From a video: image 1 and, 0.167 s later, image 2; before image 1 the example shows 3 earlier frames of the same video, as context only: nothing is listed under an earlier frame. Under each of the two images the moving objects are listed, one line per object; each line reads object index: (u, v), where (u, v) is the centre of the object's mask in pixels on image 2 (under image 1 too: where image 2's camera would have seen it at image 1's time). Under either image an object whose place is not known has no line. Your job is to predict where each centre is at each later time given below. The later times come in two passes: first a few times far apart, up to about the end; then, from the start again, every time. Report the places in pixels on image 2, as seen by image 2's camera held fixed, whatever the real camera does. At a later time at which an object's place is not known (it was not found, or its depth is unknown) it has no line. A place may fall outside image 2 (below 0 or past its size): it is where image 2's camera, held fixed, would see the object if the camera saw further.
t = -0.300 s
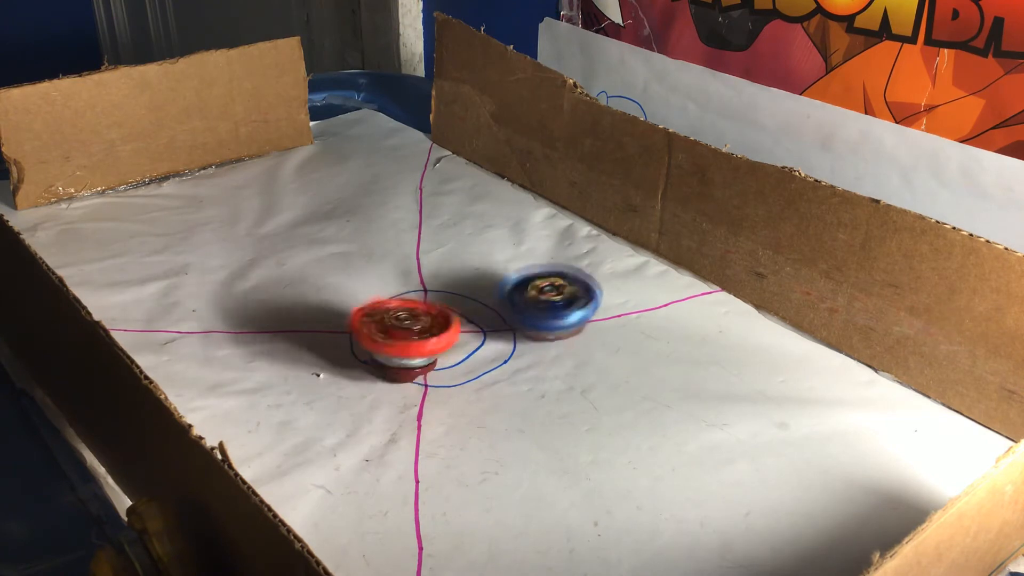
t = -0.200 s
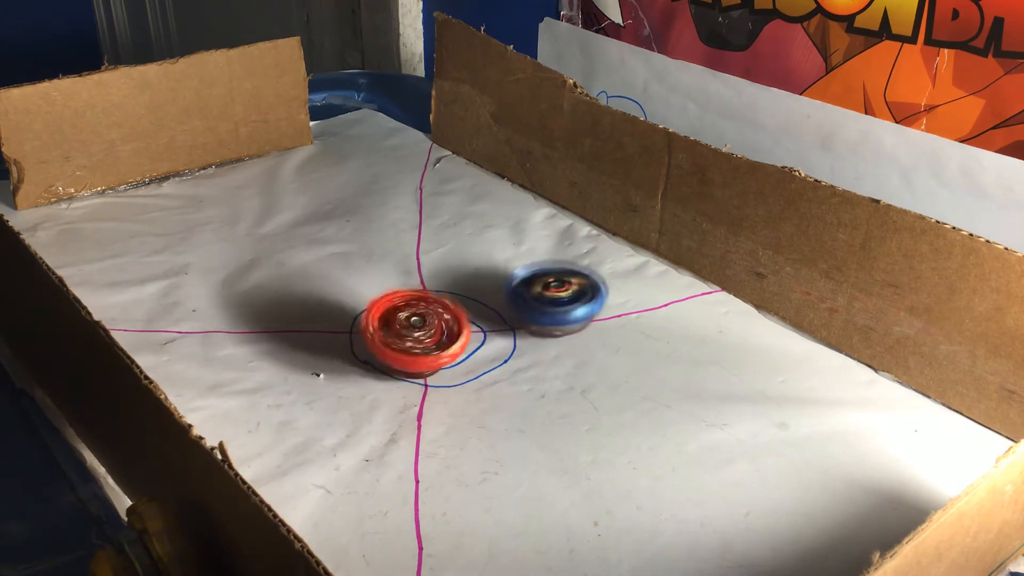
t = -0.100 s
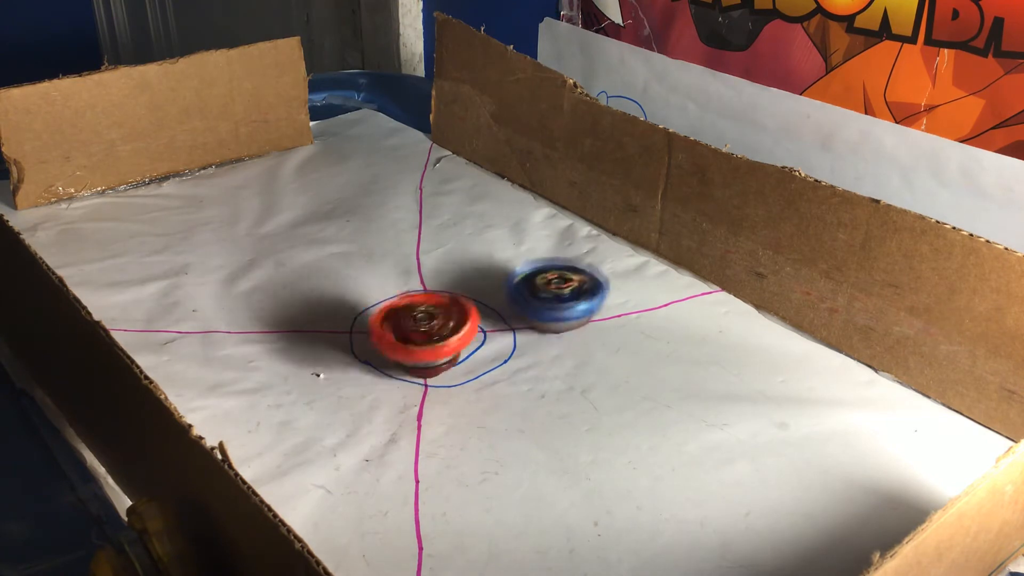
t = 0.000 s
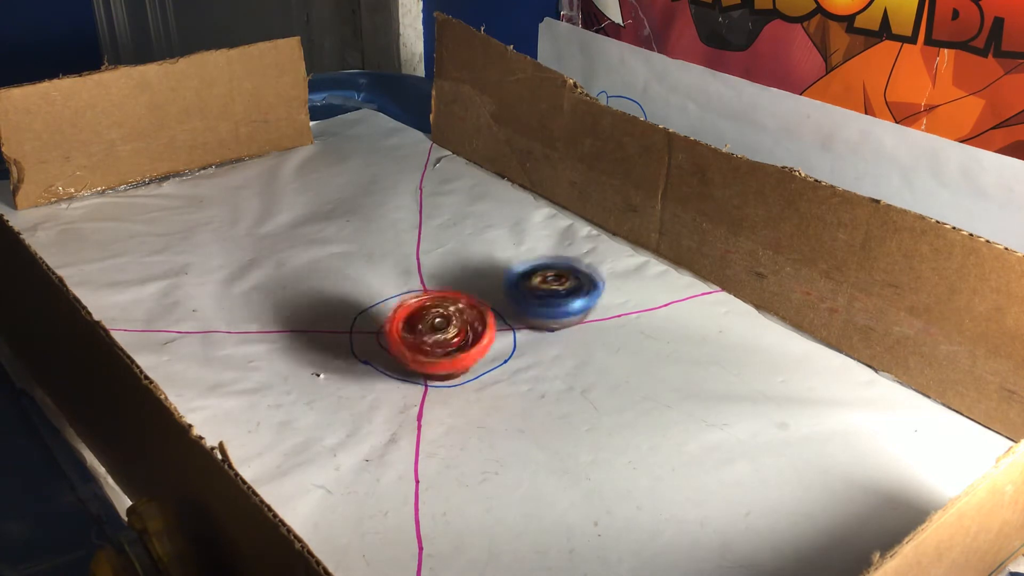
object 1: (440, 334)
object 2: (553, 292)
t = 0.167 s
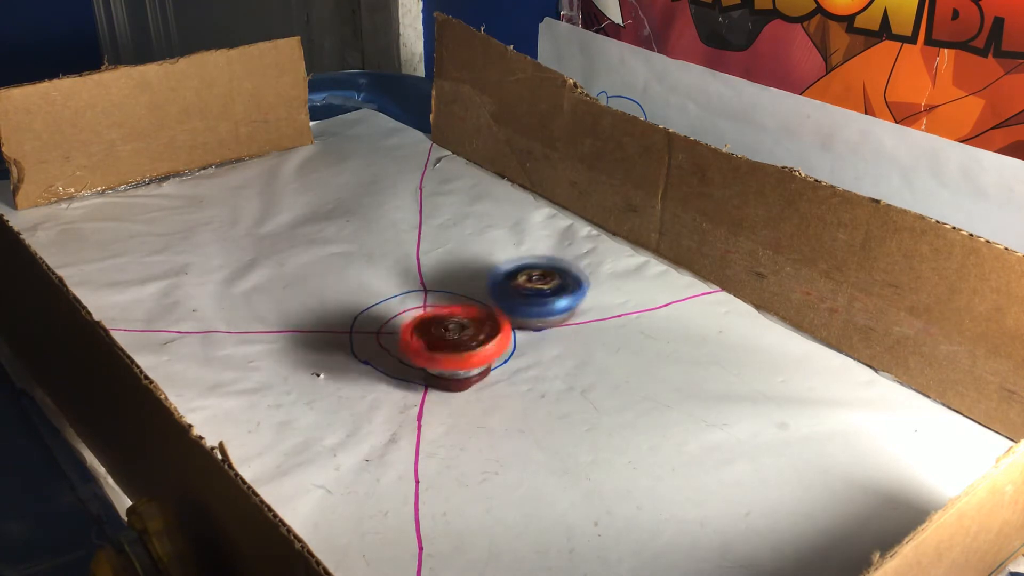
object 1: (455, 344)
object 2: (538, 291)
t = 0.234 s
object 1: (457, 347)
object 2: (532, 291)
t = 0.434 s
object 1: (453, 357)
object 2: (506, 296)
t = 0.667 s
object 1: (430, 363)
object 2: (478, 301)
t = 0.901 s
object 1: (400, 354)
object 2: (473, 300)
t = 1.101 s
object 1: (411, 357)
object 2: (480, 296)
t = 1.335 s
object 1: (382, 352)
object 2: (510, 299)
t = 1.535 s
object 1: (405, 337)
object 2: (540, 305)
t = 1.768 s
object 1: (469, 341)
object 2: (561, 314)
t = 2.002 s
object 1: (464, 372)
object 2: (583, 319)
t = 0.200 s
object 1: (456, 346)
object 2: (534, 291)
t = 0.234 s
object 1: (457, 347)
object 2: (532, 291)
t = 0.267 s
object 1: (456, 350)
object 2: (528, 291)
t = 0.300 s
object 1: (456, 353)
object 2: (523, 292)
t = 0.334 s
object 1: (456, 355)
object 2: (519, 294)
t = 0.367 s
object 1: (456, 356)
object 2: (514, 295)
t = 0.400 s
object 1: (455, 357)
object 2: (511, 296)
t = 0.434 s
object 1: (453, 357)
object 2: (506, 296)
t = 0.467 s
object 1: (450, 358)
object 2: (501, 297)
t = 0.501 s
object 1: (449, 357)
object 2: (497, 298)
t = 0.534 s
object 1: (447, 358)
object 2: (492, 298)
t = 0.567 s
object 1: (444, 360)
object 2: (490, 299)
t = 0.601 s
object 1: (438, 361)
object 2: (487, 300)
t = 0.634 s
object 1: (433, 363)
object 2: (482, 301)
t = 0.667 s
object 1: (430, 363)
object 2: (478, 301)
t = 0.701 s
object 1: (423, 366)
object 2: (477, 302)
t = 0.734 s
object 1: (415, 366)
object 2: (476, 302)
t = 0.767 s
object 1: (409, 367)
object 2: (475, 302)
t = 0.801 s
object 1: (404, 364)
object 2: (474, 302)
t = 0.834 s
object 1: (401, 362)
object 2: (474, 300)
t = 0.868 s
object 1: (399, 359)
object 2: (474, 300)
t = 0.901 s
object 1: (400, 354)
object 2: (473, 300)
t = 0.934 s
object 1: (404, 349)
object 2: (473, 299)
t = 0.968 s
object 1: (408, 345)
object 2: (475, 297)
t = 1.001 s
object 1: (411, 343)
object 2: (478, 295)
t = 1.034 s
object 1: (414, 340)
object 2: (479, 294)
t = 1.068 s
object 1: (408, 346)
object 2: (480, 296)
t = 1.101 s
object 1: (411, 357)
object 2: (480, 296)
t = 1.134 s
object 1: (408, 358)
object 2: (484, 297)
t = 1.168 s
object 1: (402, 359)
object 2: (486, 297)
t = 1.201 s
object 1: (395, 360)
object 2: (490, 298)
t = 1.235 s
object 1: (390, 360)
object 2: (496, 297)
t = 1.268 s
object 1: (384, 360)
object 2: (502, 297)
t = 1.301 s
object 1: (382, 356)
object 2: (505, 298)
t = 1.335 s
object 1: (382, 352)
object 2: (510, 299)
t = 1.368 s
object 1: (384, 347)
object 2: (514, 299)
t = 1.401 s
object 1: (388, 342)
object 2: (519, 301)
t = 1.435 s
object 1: (390, 340)
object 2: (524, 302)
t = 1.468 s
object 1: (394, 338)
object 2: (531, 302)
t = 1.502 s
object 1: (399, 337)
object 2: (536, 304)
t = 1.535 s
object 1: (405, 337)
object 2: (540, 305)
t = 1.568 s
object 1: (412, 336)
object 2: (544, 306)
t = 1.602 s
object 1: (420, 336)
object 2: (547, 308)
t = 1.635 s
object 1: (430, 336)
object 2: (550, 309)
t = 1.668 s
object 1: (440, 336)
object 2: (552, 310)
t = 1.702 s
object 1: (451, 337)
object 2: (553, 311)
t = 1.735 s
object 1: (462, 338)
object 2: (557, 312)
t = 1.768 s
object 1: (469, 341)
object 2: (561, 314)
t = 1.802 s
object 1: (472, 345)
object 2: (561, 315)
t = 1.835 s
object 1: (481, 353)
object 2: (565, 314)
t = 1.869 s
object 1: (482, 356)
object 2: (568, 315)
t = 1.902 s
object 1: (472, 360)
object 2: (573, 315)
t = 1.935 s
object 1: (466, 364)
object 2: (578, 316)
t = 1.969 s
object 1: (464, 368)
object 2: (581, 317)
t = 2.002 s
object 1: (464, 372)
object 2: (583, 319)
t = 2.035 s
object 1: (464, 376)
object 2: (584, 319)
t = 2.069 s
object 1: (465, 380)
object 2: (585, 320)
